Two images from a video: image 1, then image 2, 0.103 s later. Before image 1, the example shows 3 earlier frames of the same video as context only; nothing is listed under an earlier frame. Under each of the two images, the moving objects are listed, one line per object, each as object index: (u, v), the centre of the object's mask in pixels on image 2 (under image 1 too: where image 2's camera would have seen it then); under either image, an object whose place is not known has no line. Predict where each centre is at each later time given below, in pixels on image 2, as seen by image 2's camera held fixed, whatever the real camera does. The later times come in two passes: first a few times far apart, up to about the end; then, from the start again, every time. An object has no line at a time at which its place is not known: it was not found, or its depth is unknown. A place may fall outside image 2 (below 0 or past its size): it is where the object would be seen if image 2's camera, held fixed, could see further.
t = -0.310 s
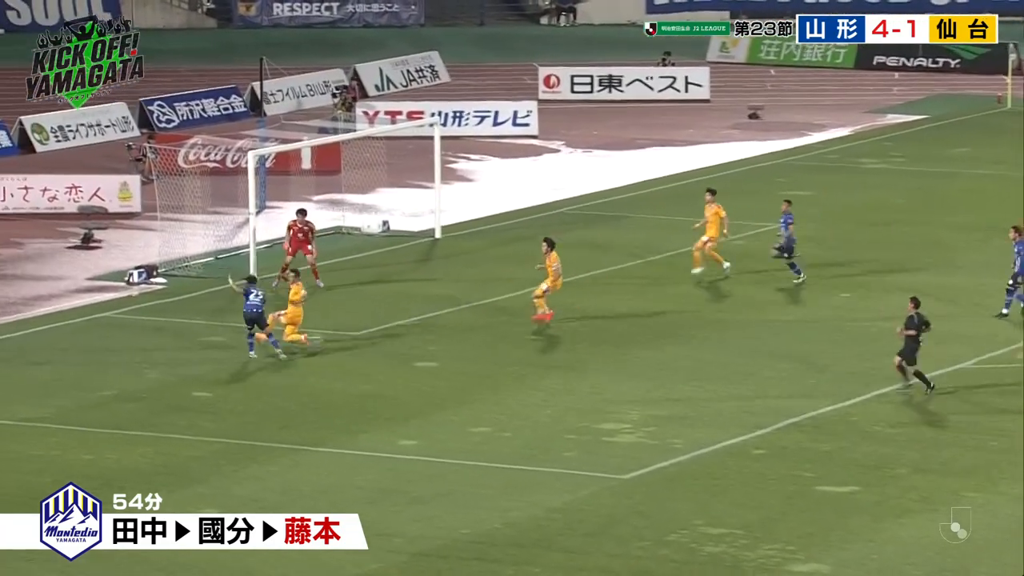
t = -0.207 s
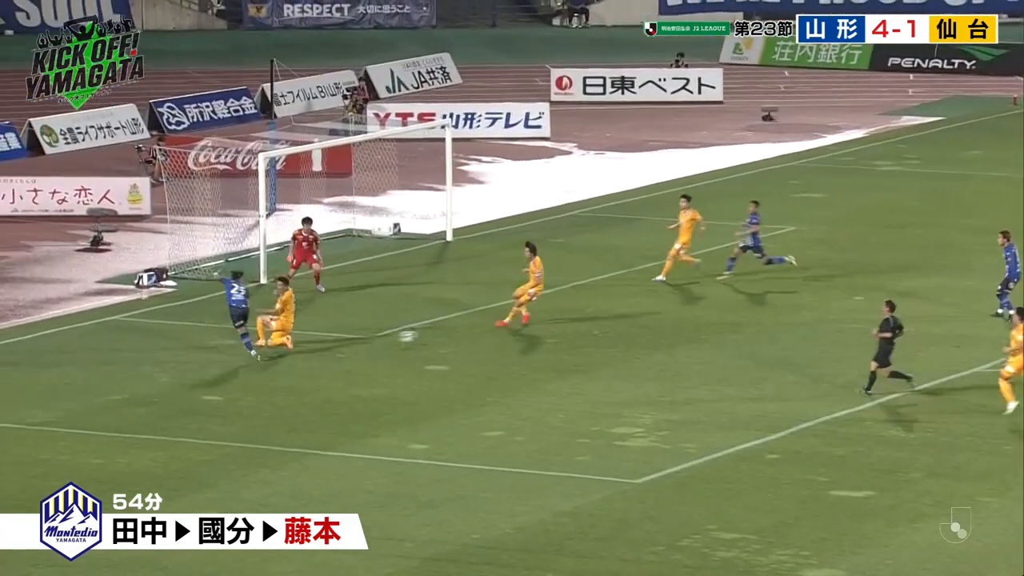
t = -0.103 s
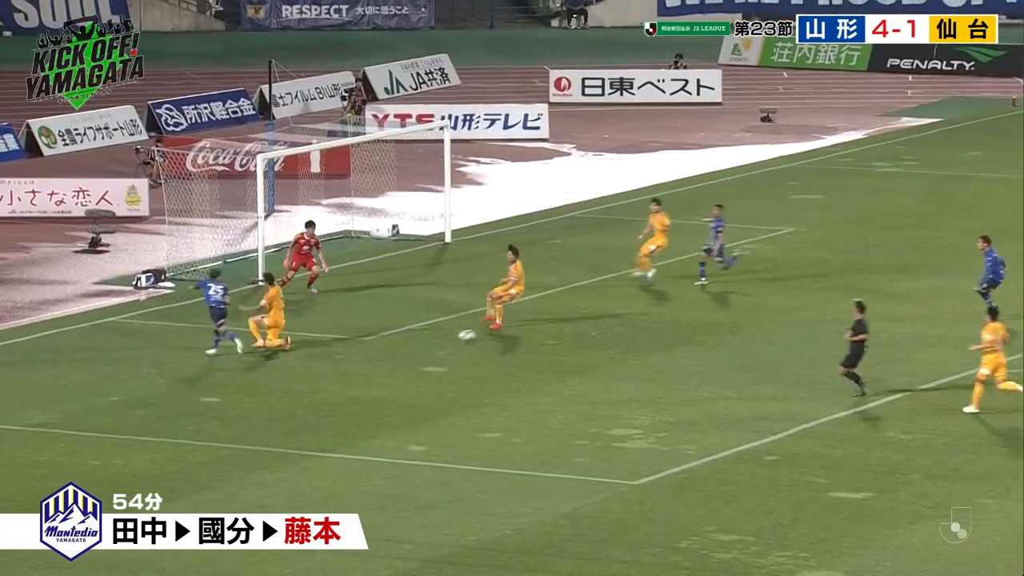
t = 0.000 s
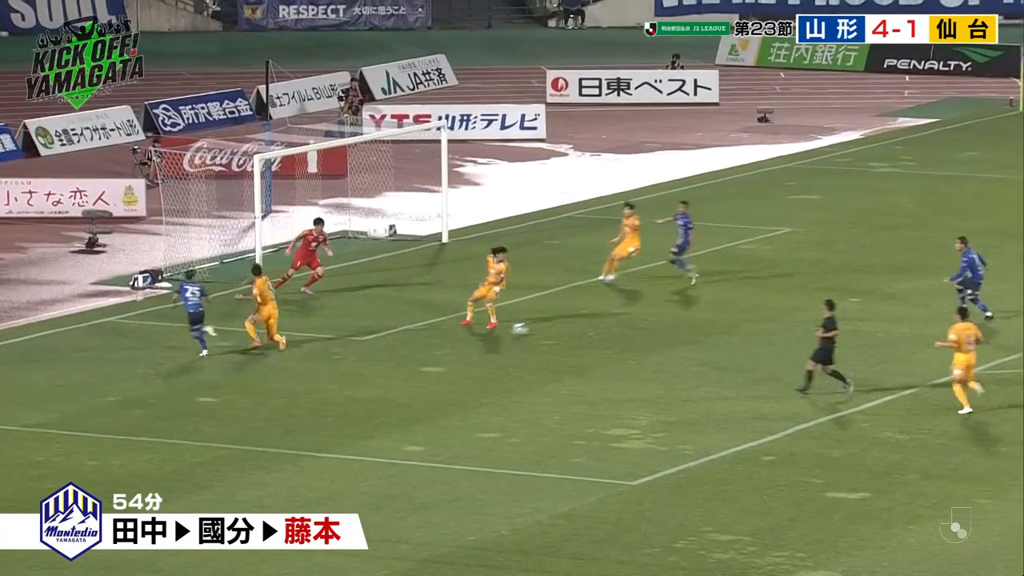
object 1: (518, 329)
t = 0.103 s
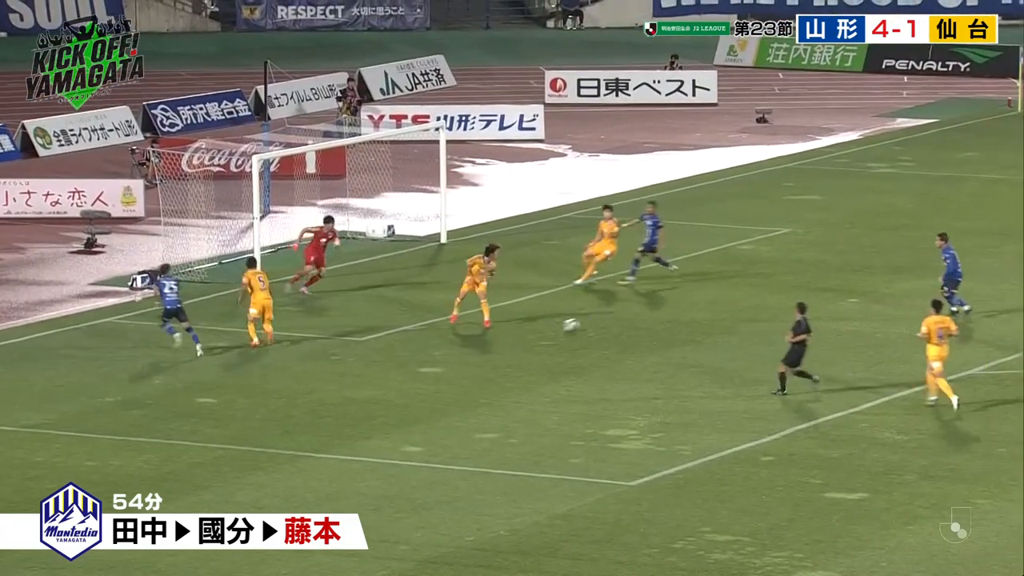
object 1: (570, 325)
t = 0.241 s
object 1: (637, 318)
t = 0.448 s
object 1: (732, 311)
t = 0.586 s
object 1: (780, 305)
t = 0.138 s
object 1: (587, 322)
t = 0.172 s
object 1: (604, 320)
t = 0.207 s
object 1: (620, 319)
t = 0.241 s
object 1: (637, 318)
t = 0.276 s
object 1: (652, 317)
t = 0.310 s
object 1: (667, 316)
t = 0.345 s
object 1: (682, 314)
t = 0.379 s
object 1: (697, 313)
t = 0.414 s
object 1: (711, 311)
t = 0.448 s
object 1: (732, 311)
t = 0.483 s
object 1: (740, 310)
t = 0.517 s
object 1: (753, 309)
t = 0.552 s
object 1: (767, 307)
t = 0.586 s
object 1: (780, 305)
